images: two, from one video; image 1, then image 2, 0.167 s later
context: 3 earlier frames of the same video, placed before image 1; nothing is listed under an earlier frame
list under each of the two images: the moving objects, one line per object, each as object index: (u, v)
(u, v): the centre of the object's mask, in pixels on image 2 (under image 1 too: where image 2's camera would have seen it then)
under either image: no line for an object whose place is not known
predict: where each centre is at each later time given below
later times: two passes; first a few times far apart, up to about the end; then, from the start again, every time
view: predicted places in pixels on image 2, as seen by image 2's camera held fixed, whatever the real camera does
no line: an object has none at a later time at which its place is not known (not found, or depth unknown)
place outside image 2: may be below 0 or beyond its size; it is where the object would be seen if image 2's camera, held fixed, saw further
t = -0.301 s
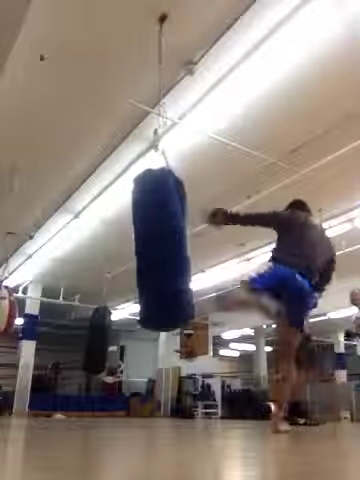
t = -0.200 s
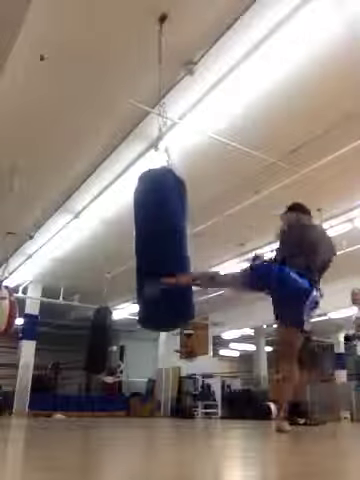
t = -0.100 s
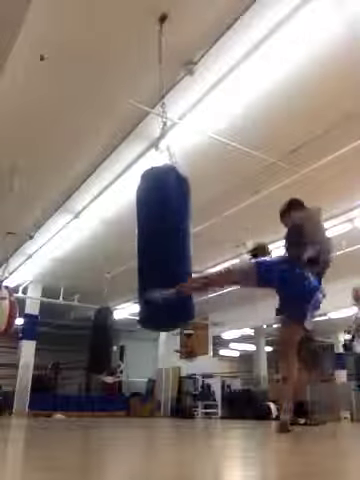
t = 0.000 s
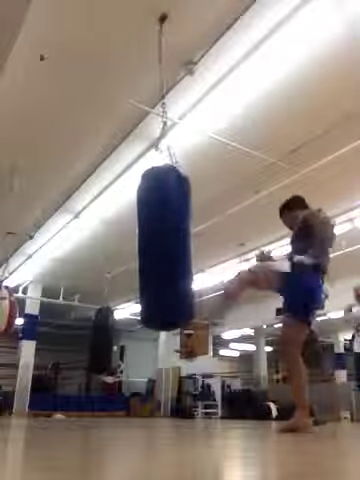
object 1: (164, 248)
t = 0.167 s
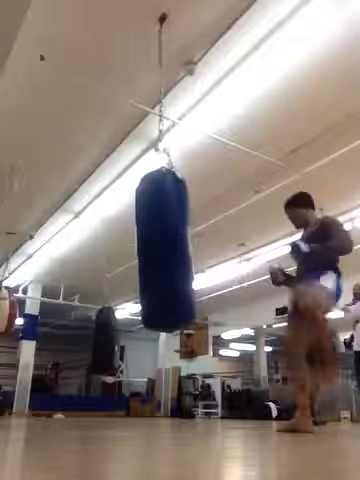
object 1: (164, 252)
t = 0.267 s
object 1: (163, 251)
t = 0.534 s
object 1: (158, 247)
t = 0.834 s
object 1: (148, 238)
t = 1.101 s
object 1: (139, 231)
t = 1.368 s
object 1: (136, 223)
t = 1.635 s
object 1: (137, 227)
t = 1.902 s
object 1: (145, 235)
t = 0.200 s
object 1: (164, 252)
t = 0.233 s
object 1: (163, 251)
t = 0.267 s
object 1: (163, 251)
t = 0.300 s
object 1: (162, 251)
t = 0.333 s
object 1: (162, 250)
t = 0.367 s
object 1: (162, 249)
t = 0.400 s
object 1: (161, 248)
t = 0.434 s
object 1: (160, 247)
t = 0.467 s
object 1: (160, 246)
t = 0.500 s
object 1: (159, 247)
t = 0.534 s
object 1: (158, 247)
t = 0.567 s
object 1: (157, 247)
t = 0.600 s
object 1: (156, 247)
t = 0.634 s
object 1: (154, 246)
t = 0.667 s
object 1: (154, 245)
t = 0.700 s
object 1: (153, 244)
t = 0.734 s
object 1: (151, 244)
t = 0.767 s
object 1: (150, 242)
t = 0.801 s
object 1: (149, 241)
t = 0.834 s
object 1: (148, 238)
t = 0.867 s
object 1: (147, 236)
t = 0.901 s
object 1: (146, 234)
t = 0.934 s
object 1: (145, 233)
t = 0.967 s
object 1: (144, 232)
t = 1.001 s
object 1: (143, 232)
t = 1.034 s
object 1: (141, 232)
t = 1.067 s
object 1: (140, 232)
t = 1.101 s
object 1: (139, 231)
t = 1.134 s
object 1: (138, 230)
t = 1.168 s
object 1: (138, 228)
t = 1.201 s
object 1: (137, 227)
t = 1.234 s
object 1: (136, 227)
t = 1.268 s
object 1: (136, 226)
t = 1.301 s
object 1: (136, 225)
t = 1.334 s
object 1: (136, 224)
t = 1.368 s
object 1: (136, 223)
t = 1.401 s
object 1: (136, 222)
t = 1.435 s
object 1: (136, 223)
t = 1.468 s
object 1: (136, 223)
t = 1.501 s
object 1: (136, 224)
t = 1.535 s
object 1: (136, 225)
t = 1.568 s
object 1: (136, 226)
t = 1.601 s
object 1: (136, 227)
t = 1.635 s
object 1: (137, 227)
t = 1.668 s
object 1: (138, 228)
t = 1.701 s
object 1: (139, 229)
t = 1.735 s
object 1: (140, 230)
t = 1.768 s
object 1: (141, 230)
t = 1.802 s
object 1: (142, 231)
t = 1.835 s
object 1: (143, 232)
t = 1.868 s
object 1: (144, 233)
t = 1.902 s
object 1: (145, 235)
